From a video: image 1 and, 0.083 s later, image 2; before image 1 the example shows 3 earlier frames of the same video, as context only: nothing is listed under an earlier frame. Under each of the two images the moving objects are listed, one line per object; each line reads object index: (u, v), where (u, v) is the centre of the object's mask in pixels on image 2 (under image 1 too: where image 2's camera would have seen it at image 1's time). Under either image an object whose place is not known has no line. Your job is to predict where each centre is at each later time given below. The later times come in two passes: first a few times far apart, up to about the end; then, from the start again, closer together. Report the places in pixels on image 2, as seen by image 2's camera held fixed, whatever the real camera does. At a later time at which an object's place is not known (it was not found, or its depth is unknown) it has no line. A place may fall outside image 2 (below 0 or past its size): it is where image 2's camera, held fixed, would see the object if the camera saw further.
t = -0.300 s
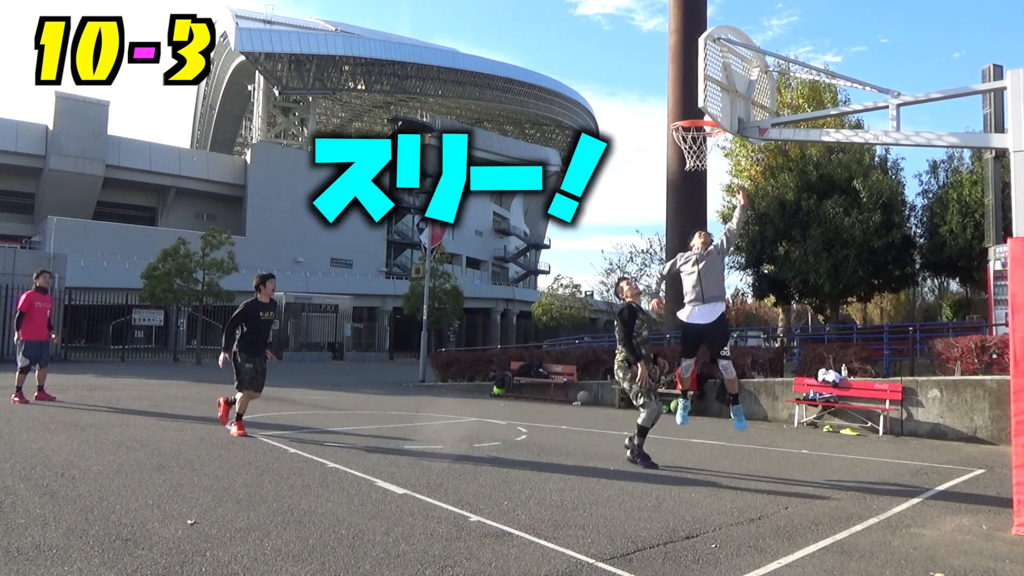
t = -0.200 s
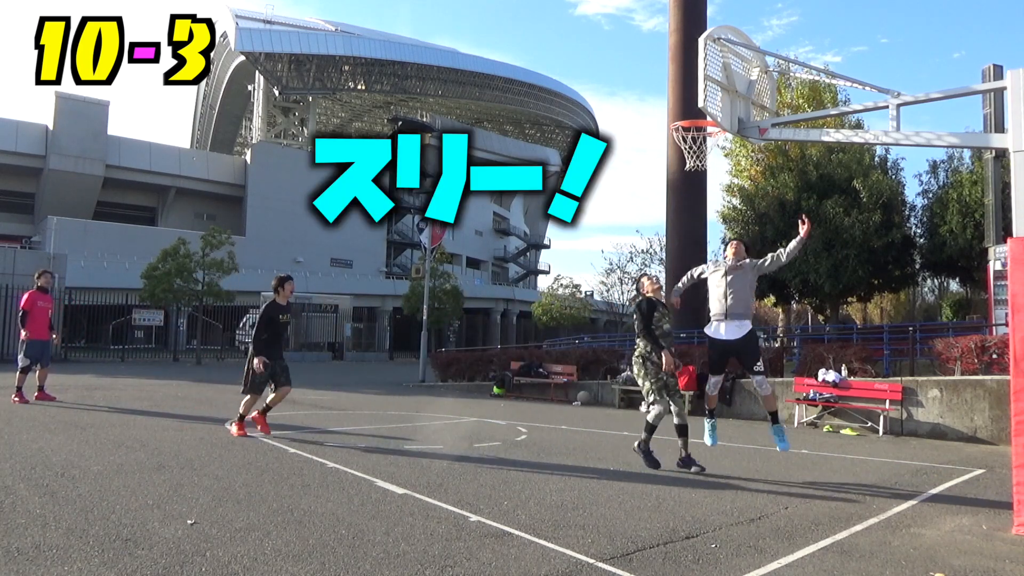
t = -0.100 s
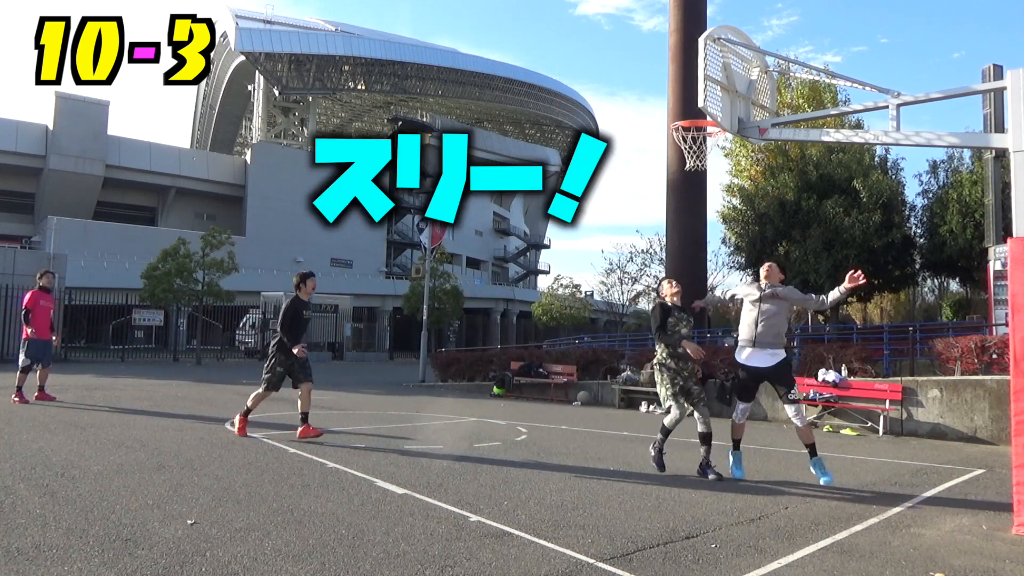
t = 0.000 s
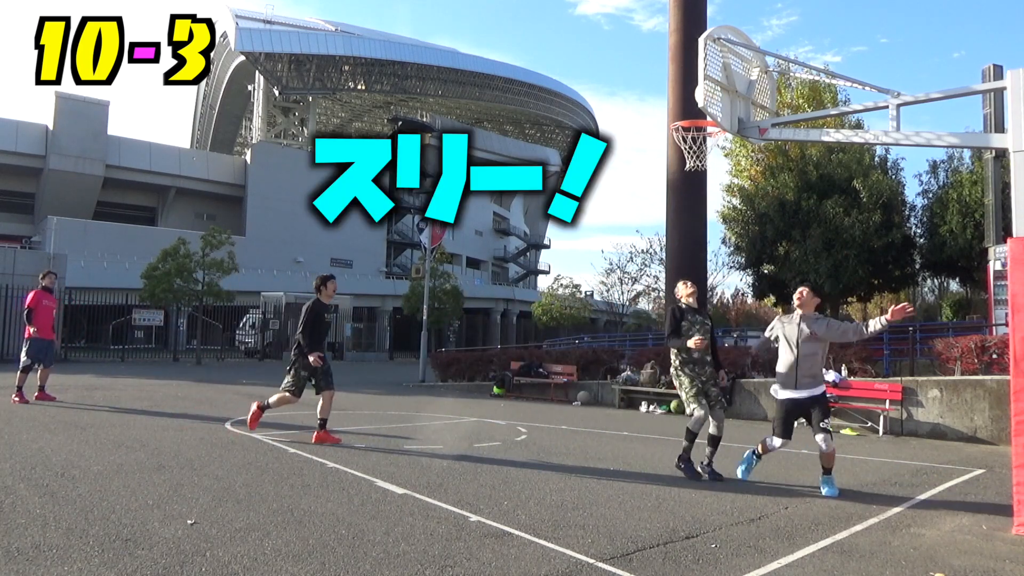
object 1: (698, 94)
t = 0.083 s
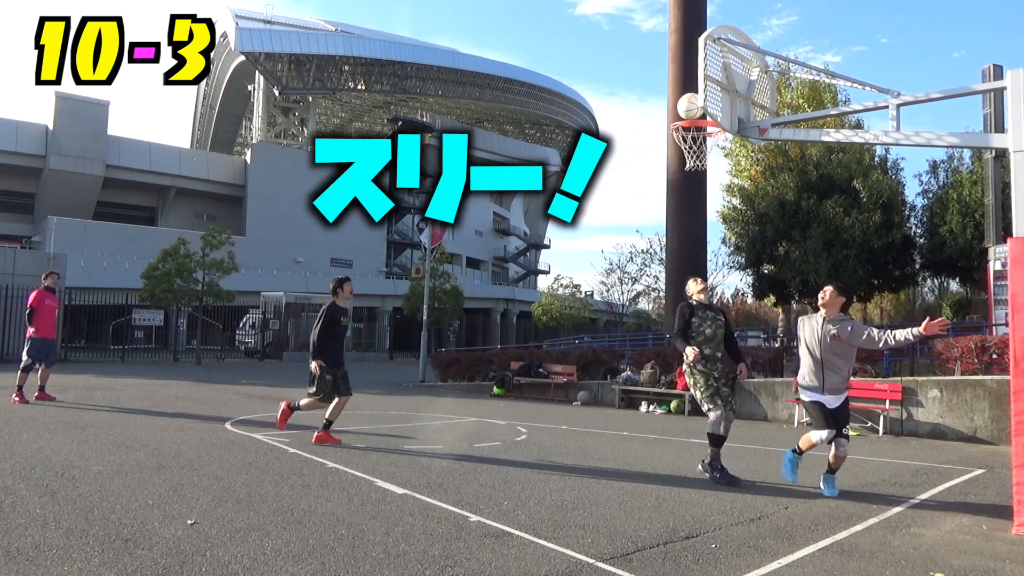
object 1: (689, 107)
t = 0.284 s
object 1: (676, 105)
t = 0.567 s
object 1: (668, 115)
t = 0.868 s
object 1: (649, 169)
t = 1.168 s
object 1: (628, 317)
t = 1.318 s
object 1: (619, 429)
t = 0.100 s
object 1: (687, 109)
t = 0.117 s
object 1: (683, 112)
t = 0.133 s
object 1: (679, 114)
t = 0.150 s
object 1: (678, 115)
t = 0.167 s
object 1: (678, 113)
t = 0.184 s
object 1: (678, 112)
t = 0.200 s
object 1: (678, 110)
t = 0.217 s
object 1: (678, 109)
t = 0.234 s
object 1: (677, 108)
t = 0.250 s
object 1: (677, 106)
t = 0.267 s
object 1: (677, 105)
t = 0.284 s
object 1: (676, 105)
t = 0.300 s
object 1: (676, 104)
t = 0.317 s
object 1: (675, 104)
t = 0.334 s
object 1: (675, 104)
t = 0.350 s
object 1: (675, 105)
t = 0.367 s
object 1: (674, 105)
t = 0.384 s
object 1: (674, 106)
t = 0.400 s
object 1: (673, 107)
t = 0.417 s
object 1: (673, 109)
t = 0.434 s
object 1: (673, 111)
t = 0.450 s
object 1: (673, 112)
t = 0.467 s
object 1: (673, 114)
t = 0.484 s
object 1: (672, 115)
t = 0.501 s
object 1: (671, 115)
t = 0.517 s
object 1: (670, 115)
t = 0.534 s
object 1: (670, 115)
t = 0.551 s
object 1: (669, 115)
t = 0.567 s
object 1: (668, 115)
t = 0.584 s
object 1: (667, 116)
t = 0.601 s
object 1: (665, 117)
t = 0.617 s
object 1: (664, 118)
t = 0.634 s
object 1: (663, 119)
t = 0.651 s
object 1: (662, 121)
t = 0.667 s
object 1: (661, 123)
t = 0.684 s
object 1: (660, 126)
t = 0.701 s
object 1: (659, 128)
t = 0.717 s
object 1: (658, 131)
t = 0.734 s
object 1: (657, 134)
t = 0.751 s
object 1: (656, 137)
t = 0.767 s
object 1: (655, 141)
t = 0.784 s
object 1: (654, 145)
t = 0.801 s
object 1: (653, 149)
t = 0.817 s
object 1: (652, 154)
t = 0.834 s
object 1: (651, 159)
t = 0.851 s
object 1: (650, 164)
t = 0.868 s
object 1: (649, 169)
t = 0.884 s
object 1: (648, 175)
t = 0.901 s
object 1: (647, 181)
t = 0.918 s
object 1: (646, 187)
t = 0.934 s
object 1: (645, 194)
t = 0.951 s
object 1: (644, 201)
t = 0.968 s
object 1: (643, 208)
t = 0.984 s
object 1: (642, 216)
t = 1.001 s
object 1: (641, 223)
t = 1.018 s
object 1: (640, 231)
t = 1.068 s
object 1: (634, 256)
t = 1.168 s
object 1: (628, 317)
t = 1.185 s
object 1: (627, 328)
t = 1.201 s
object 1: (626, 340)
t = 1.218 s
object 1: (625, 352)
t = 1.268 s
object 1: (622, 389)
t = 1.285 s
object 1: (621, 401)
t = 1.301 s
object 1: (620, 415)
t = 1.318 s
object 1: (619, 429)
